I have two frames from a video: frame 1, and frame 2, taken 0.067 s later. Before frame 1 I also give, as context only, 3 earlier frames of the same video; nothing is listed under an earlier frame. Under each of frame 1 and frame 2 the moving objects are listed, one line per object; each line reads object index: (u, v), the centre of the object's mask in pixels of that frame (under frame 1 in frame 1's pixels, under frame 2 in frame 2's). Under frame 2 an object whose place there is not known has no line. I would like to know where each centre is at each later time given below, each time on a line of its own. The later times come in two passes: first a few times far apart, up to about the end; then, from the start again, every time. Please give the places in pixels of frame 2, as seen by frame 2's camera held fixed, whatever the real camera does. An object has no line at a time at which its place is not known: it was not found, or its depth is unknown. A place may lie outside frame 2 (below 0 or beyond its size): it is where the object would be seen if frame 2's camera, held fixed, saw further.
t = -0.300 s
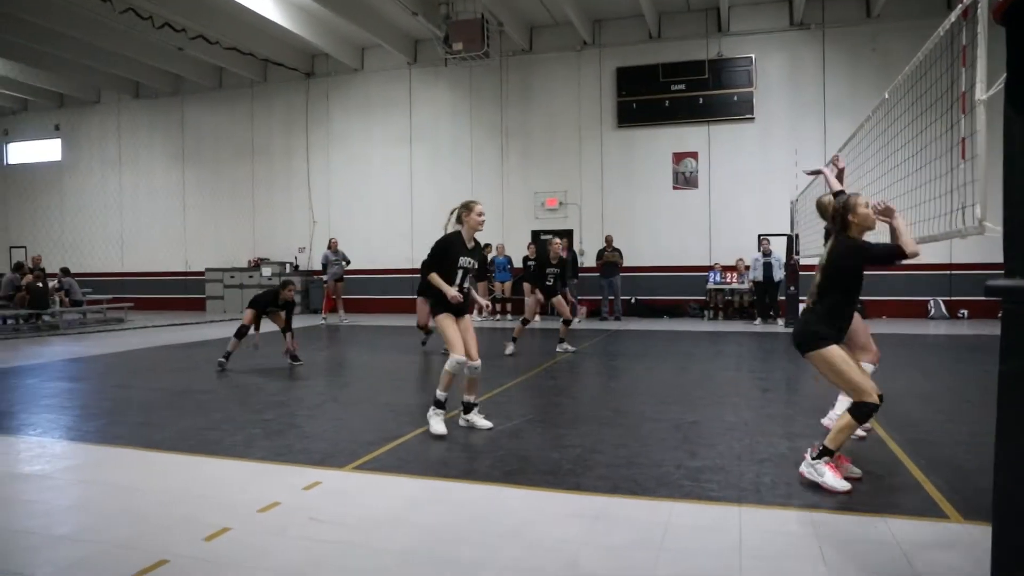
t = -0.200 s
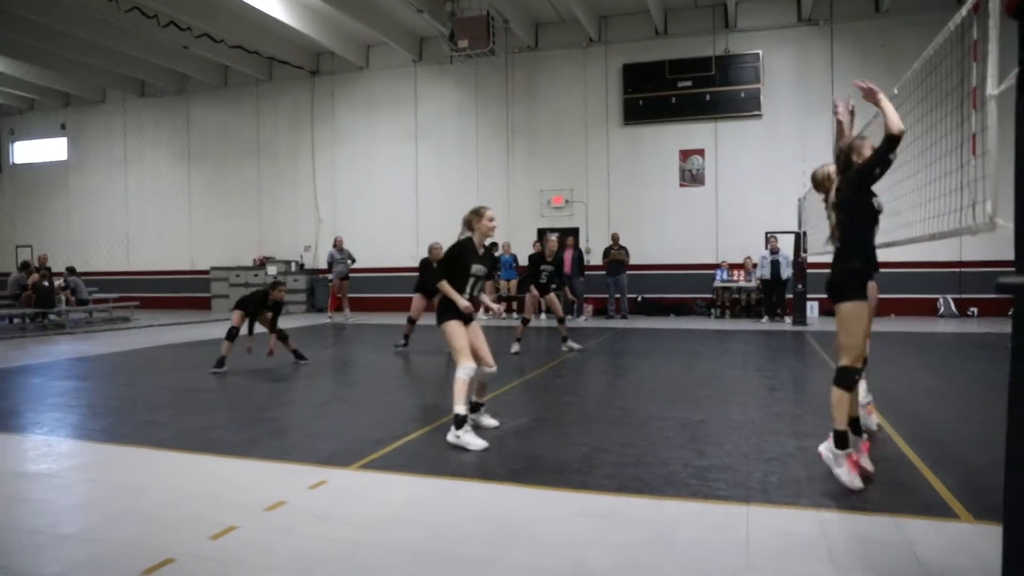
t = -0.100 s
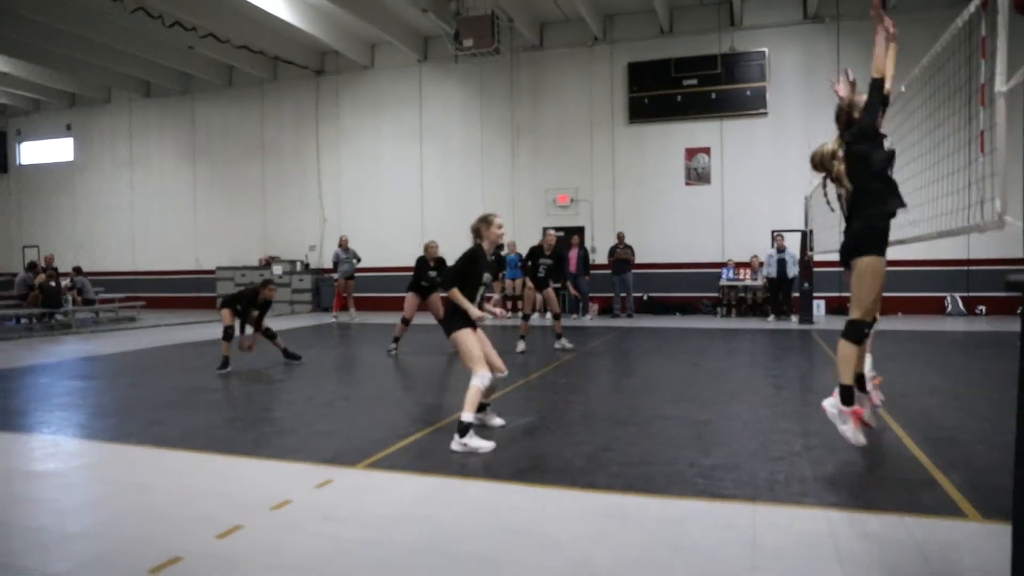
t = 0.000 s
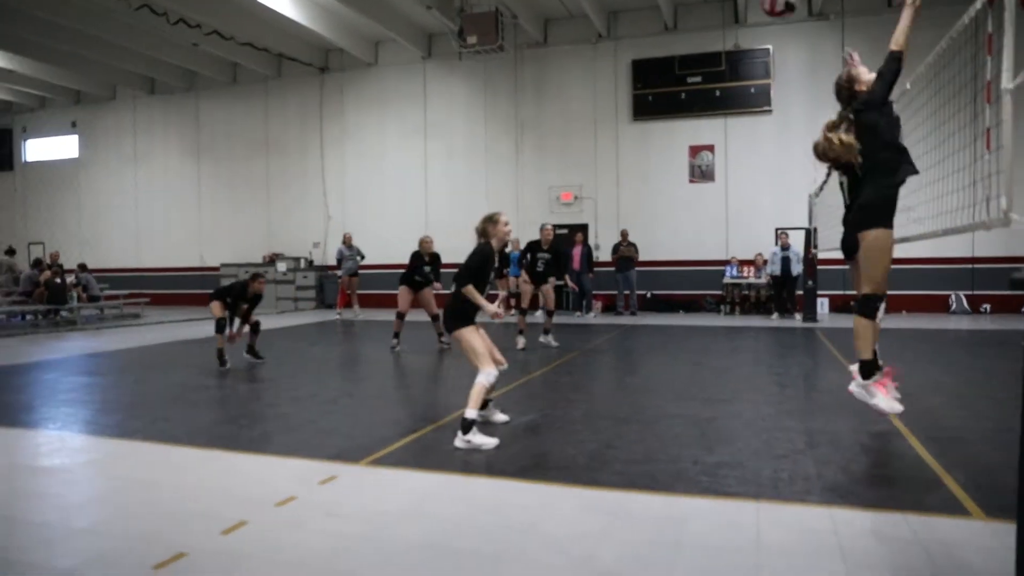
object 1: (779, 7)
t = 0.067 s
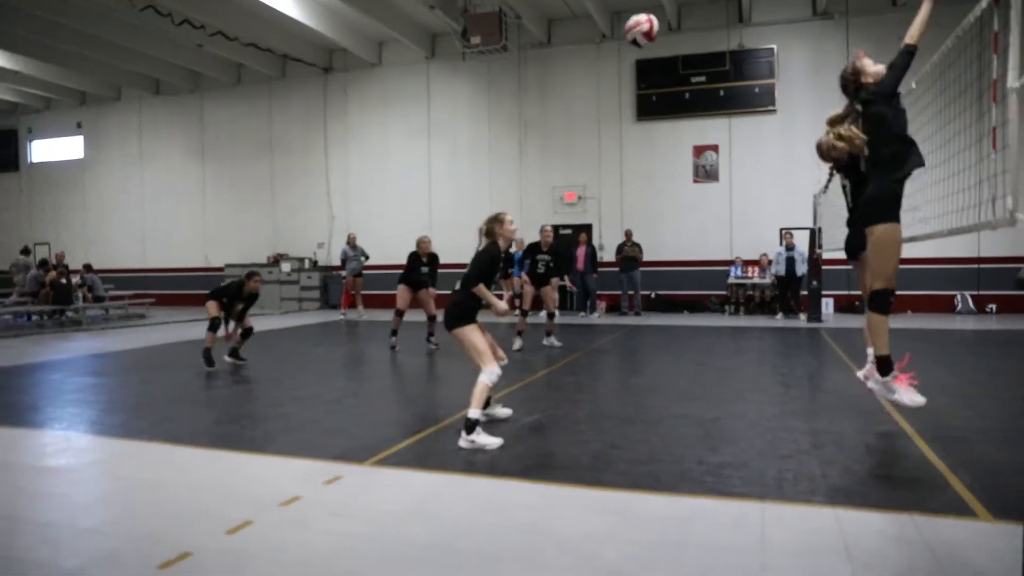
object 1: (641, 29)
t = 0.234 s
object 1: (390, 110)
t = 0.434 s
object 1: (209, 213)
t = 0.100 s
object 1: (581, 44)
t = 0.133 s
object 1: (526, 60)
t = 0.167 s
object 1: (477, 77)
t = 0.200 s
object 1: (432, 93)
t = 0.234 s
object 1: (390, 110)
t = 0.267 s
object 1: (352, 127)
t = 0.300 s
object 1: (319, 144)
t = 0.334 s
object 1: (288, 161)
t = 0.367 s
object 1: (259, 178)
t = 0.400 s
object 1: (234, 196)
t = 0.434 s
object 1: (209, 213)
